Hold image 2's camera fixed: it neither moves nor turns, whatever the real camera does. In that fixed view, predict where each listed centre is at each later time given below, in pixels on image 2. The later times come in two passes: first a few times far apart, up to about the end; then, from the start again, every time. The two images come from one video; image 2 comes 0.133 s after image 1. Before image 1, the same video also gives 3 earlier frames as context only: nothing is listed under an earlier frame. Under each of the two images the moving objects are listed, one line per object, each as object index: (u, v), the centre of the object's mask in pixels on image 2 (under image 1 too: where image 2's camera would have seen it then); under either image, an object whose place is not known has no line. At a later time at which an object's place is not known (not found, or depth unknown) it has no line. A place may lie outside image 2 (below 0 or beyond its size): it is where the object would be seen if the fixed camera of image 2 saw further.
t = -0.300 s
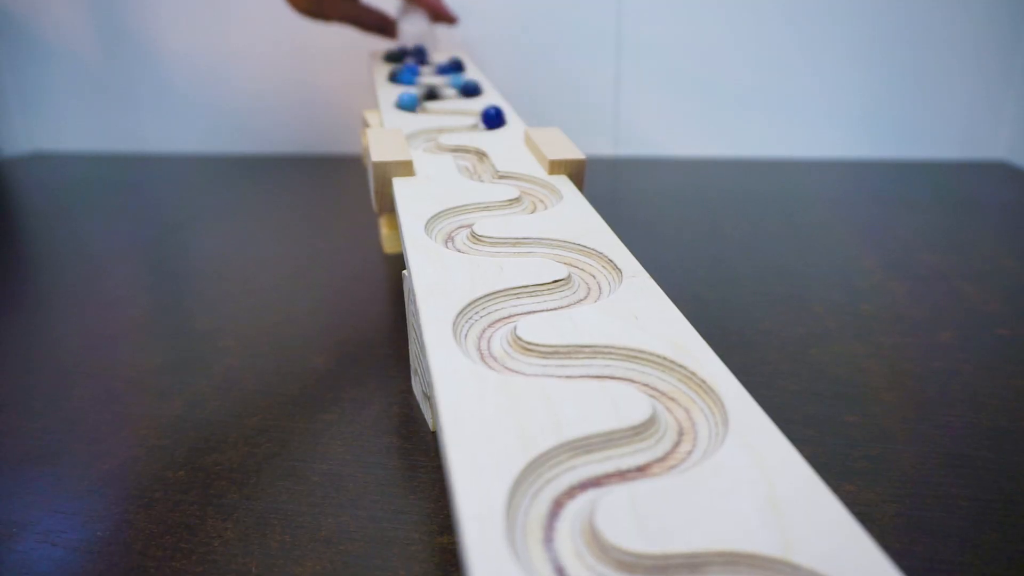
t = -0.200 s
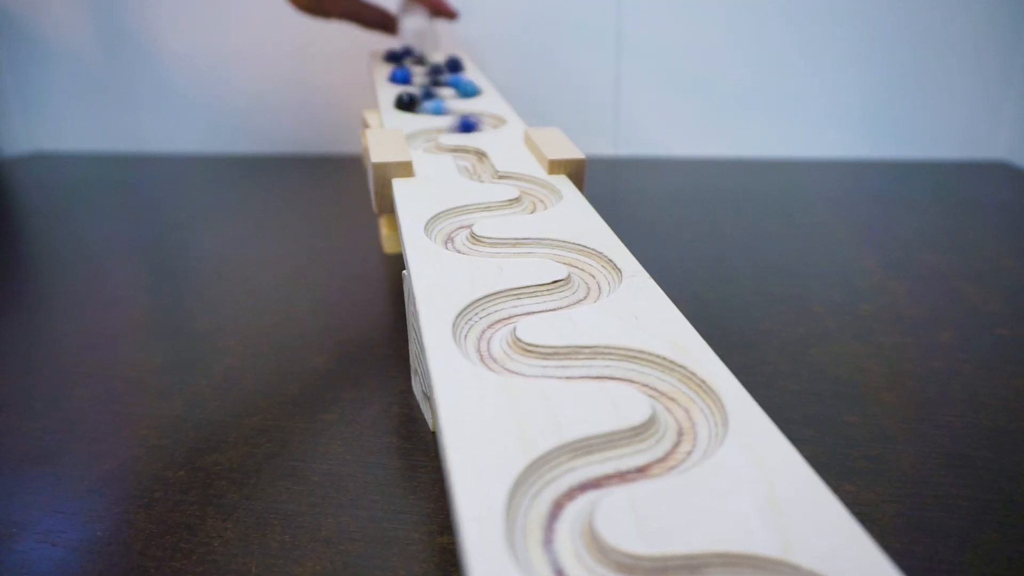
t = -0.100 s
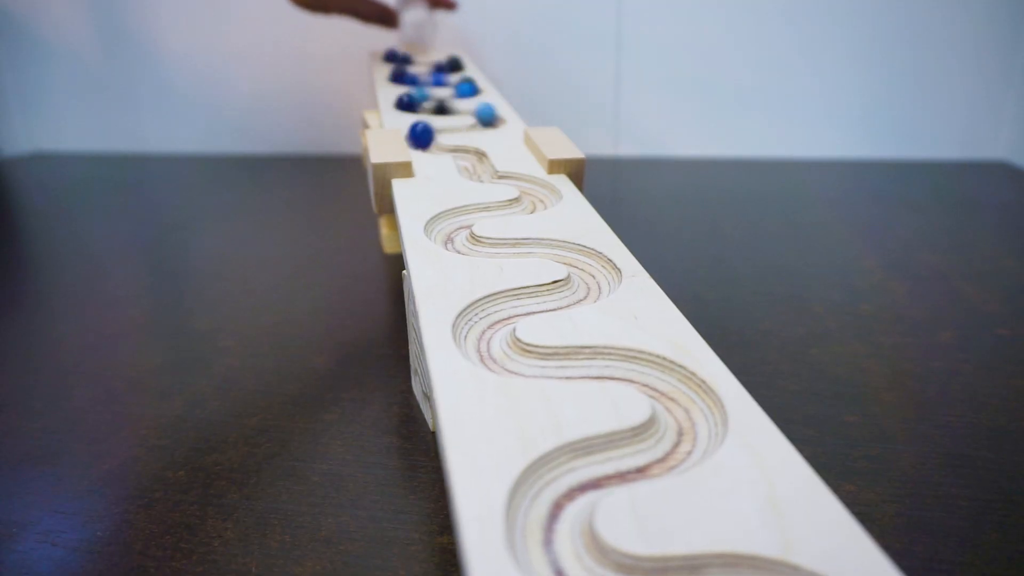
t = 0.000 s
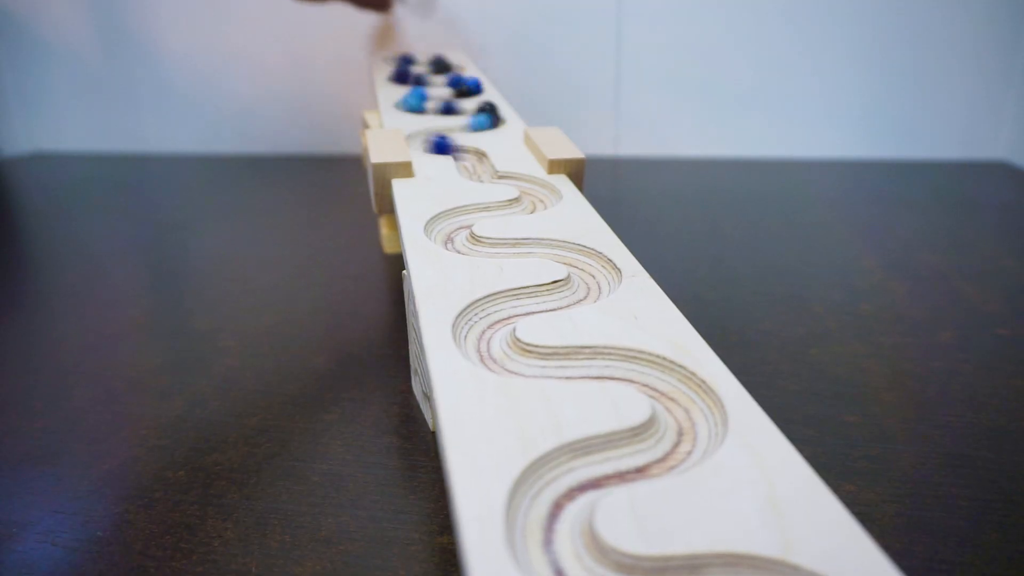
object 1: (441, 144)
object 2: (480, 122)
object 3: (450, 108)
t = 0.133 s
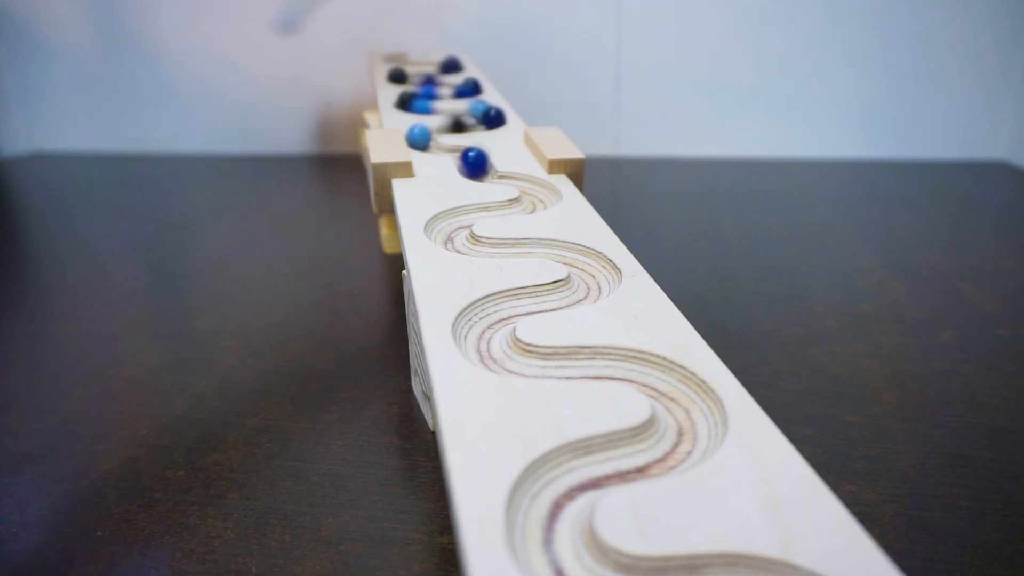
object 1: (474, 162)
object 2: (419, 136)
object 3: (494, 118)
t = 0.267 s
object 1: (520, 177)
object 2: (471, 150)
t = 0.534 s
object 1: (459, 213)
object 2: (534, 176)
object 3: (476, 151)
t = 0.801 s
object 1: (589, 259)
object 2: (456, 213)
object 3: (541, 193)
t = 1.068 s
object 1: (489, 345)
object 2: (594, 265)
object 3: (469, 240)
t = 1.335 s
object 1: (670, 441)
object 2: (494, 349)
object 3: (544, 293)
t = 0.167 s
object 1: (474, 165)
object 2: (419, 139)
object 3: (489, 120)
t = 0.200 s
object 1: (485, 171)
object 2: (427, 142)
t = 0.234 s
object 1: (500, 169)
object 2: (451, 146)
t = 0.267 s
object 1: (520, 177)
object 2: (471, 150)
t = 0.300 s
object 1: (534, 178)
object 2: (478, 146)
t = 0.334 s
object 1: (538, 187)
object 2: (476, 156)
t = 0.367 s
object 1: (542, 193)
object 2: (472, 163)
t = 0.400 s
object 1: (540, 195)
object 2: (478, 168)
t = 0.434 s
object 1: (522, 201)
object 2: (486, 172)
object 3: (456, 143)
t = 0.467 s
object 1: (502, 203)
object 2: (498, 169)
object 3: (472, 141)
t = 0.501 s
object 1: (478, 206)
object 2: (516, 174)
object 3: (478, 144)
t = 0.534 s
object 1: (459, 213)
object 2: (534, 176)
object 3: (476, 151)
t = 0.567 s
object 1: (447, 221)
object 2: (540, 180)
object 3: (475, 168)
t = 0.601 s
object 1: (447, 229)
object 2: (539, 192)
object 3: (479, 169)
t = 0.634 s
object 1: (459, 237)
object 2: (540, 196)
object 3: (501, 172)
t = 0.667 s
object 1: (483, 241)
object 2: (535, 198)
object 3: (512, 174)
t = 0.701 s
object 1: (512, 242)
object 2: (516, 202)
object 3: (520, 175)
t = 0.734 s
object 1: (541, 242)
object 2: (493, 205)
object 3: (529, 175)
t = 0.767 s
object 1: (567, 247)
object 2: (473, 209)
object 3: (542, 189)
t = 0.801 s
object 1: (589, 259)
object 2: (456, 213)
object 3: (541, 193)
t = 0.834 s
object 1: (599, 270)
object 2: (445, 224)
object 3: (536, 197)
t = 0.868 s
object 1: (591, 282)
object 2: (447, 232)
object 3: (520, 202)
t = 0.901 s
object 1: (568, 290)
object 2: (461, 239)
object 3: (497, 204)
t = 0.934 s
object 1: (535, 294)
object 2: (495, 243)
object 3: (476, 207)
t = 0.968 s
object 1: (505, 300)
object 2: (529, 243)
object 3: (456, 210)
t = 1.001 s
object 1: (488, 314)
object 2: (559, 242)
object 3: (444, 223)
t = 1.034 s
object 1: (479, 329)
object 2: (581, 252)
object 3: (446, 232)
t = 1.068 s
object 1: (489, 345)
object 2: (594, 265)
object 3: (469, 240)
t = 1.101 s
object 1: (520, 357)
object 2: (599, 276)
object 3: (500, 242)
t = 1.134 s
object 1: (556, 361)
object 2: (585, 283)
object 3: (530, 241)
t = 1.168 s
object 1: (594, 359)
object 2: (552, 292)
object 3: (560, 244)
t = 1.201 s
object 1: (631, 361)
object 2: (518, 298)
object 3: (581, 250)
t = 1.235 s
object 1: (664, 375)
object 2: (492, 306)
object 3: (598, 266)
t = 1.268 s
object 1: (690, 395)
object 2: (483, 320)
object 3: (596, 278)
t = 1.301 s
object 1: (695, 421)
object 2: (479, 335)
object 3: (577, 287)
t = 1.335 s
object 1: (670, 441)
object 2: (494, 349)
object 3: (544, 293)
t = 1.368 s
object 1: (628, 455)
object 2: (524, 359)
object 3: (513, 299)
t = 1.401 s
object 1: (585, 464)
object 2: (564, 360)
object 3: (492, 310)
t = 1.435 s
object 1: (556, 484)
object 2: (607, 358)
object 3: (481, 324)
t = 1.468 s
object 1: (546, 521)
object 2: (644, 361)
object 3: (483, 341)
